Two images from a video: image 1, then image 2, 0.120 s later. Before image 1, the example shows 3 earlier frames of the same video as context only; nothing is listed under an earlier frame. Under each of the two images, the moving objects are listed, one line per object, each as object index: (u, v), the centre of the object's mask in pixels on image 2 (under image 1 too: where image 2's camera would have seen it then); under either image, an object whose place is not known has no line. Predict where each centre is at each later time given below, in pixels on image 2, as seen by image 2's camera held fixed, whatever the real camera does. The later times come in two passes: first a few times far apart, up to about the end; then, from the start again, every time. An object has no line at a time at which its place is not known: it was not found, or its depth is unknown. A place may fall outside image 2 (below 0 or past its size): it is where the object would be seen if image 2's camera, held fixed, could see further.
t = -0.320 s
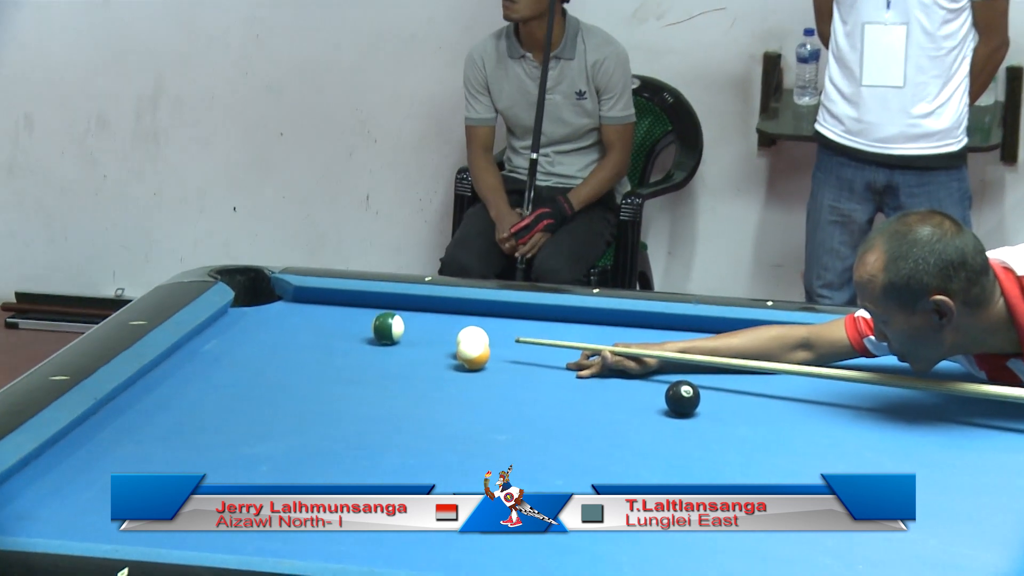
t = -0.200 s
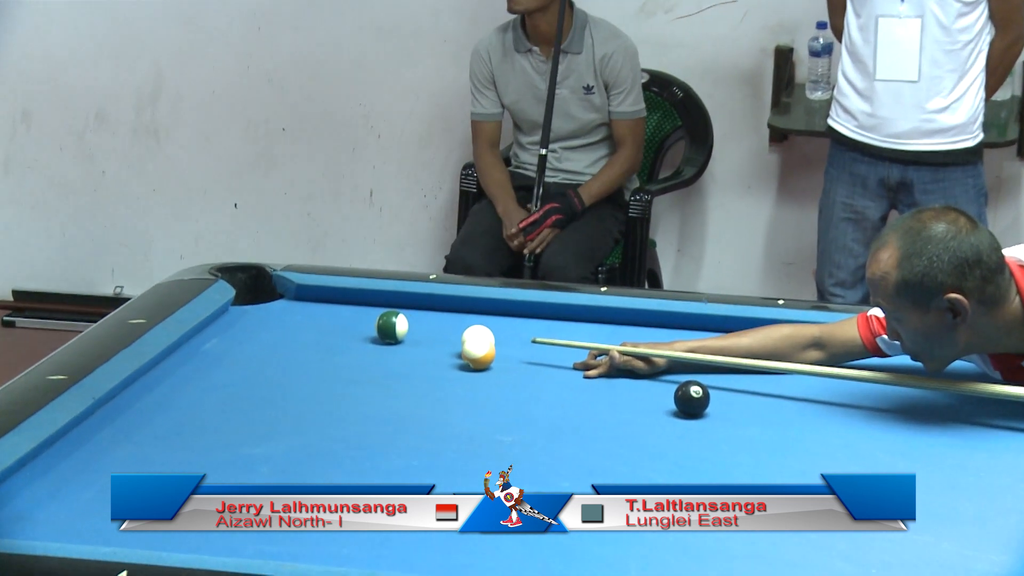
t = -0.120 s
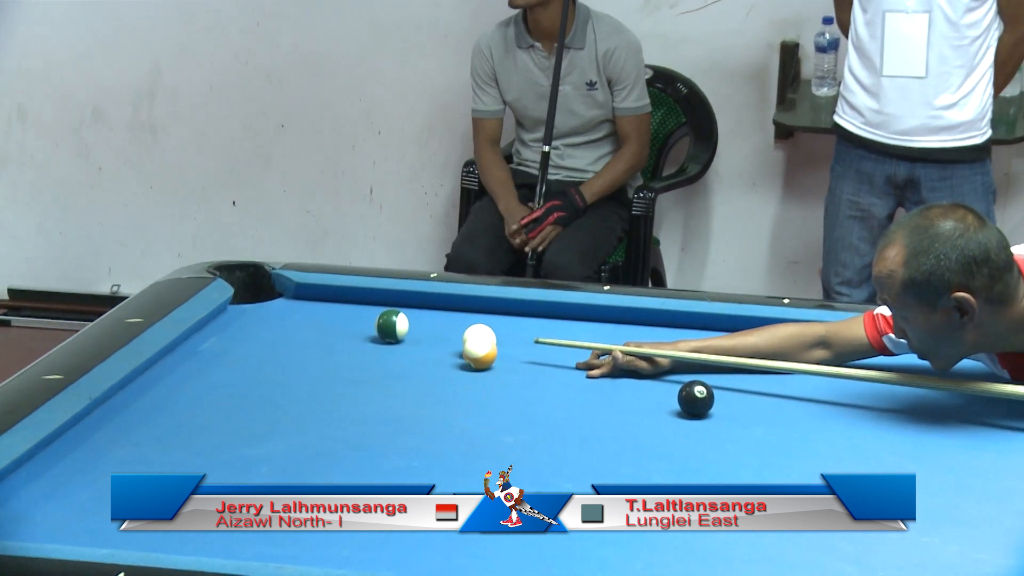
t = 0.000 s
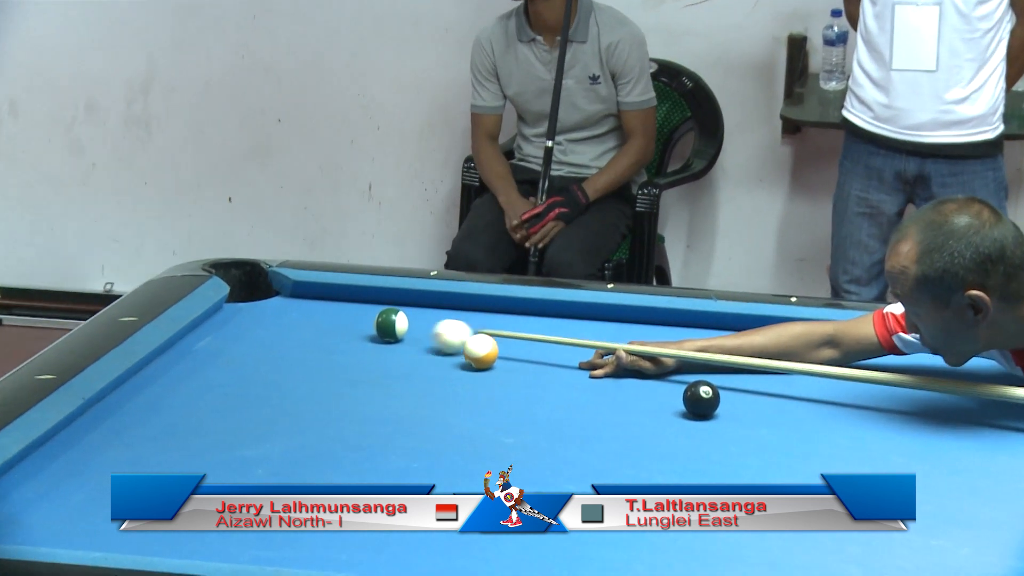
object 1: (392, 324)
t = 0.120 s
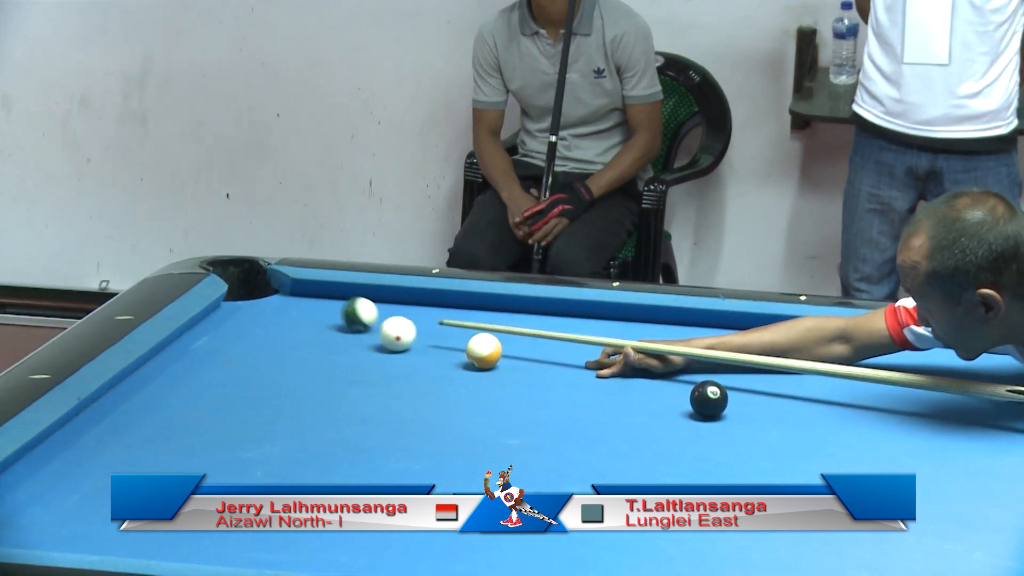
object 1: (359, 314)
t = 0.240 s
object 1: (316, 302)
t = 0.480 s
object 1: (240, 283)
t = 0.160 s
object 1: (344, 310)
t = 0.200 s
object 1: (330, 306)
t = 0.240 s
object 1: (316, 302)
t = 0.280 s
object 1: (303, 298)
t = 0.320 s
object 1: (290, 295)
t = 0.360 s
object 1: (277, 291)
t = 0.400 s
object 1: (263, 287)
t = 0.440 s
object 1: (251, 284)
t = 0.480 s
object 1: (240, 283)
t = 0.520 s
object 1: (233, 288)
